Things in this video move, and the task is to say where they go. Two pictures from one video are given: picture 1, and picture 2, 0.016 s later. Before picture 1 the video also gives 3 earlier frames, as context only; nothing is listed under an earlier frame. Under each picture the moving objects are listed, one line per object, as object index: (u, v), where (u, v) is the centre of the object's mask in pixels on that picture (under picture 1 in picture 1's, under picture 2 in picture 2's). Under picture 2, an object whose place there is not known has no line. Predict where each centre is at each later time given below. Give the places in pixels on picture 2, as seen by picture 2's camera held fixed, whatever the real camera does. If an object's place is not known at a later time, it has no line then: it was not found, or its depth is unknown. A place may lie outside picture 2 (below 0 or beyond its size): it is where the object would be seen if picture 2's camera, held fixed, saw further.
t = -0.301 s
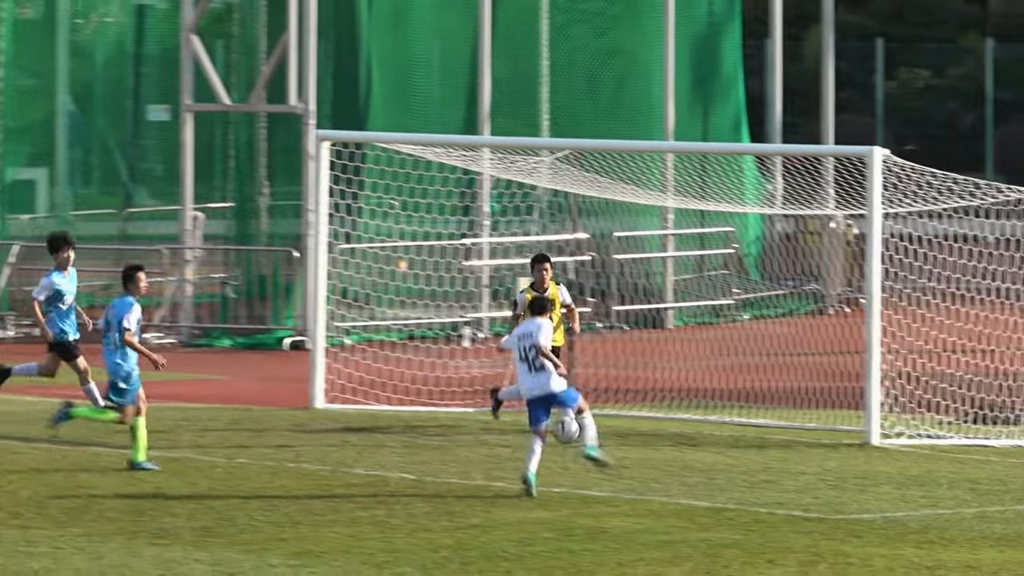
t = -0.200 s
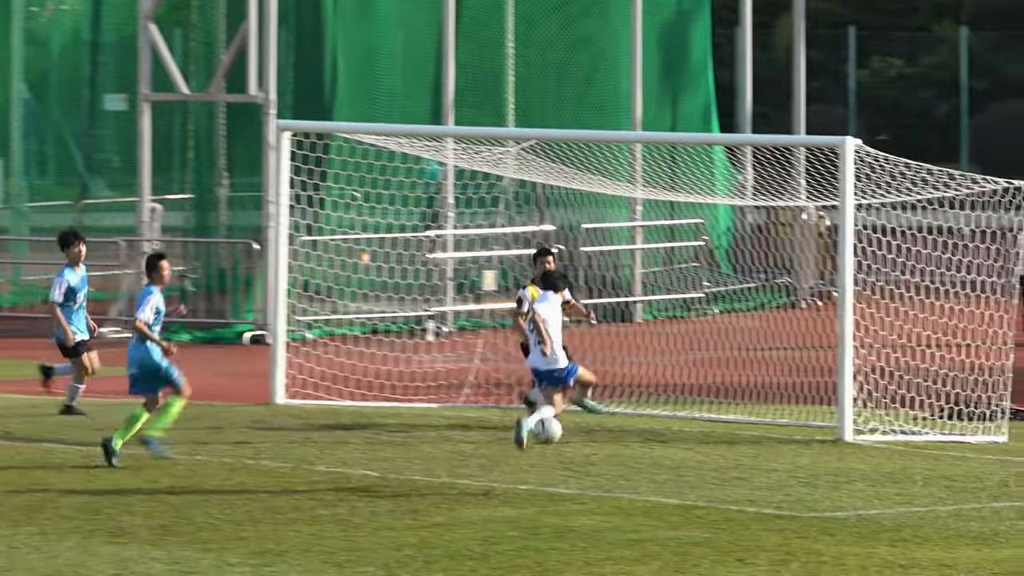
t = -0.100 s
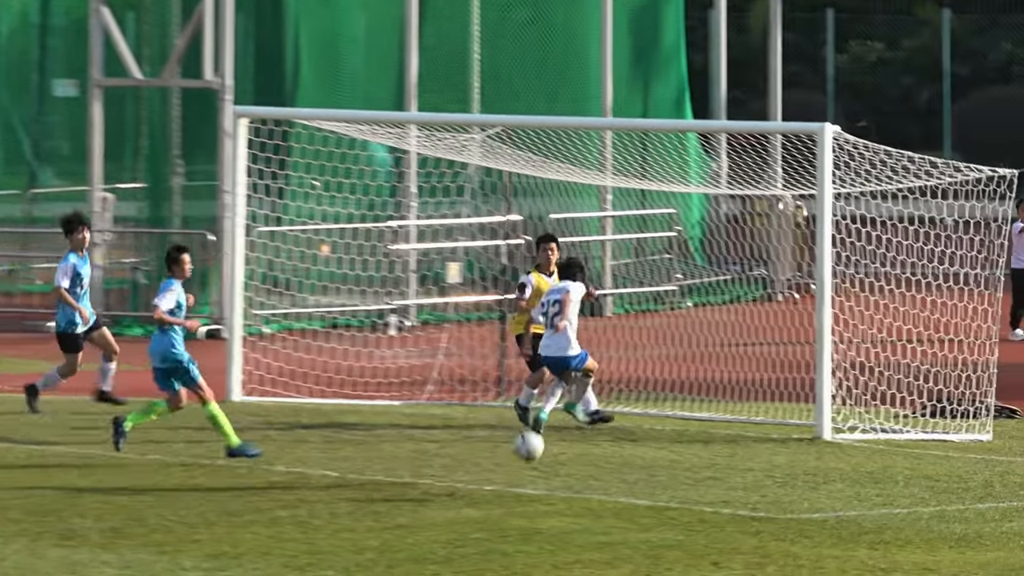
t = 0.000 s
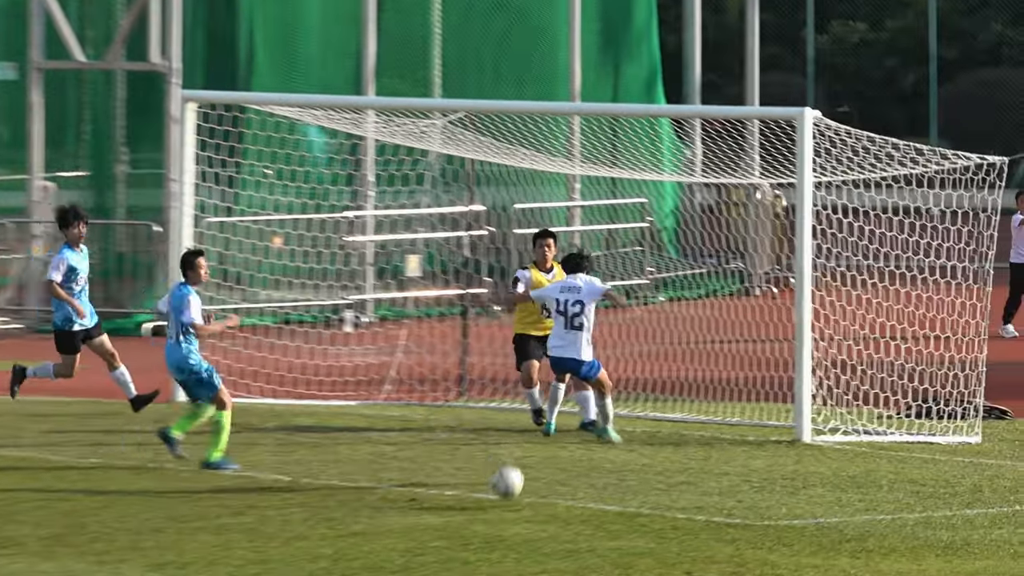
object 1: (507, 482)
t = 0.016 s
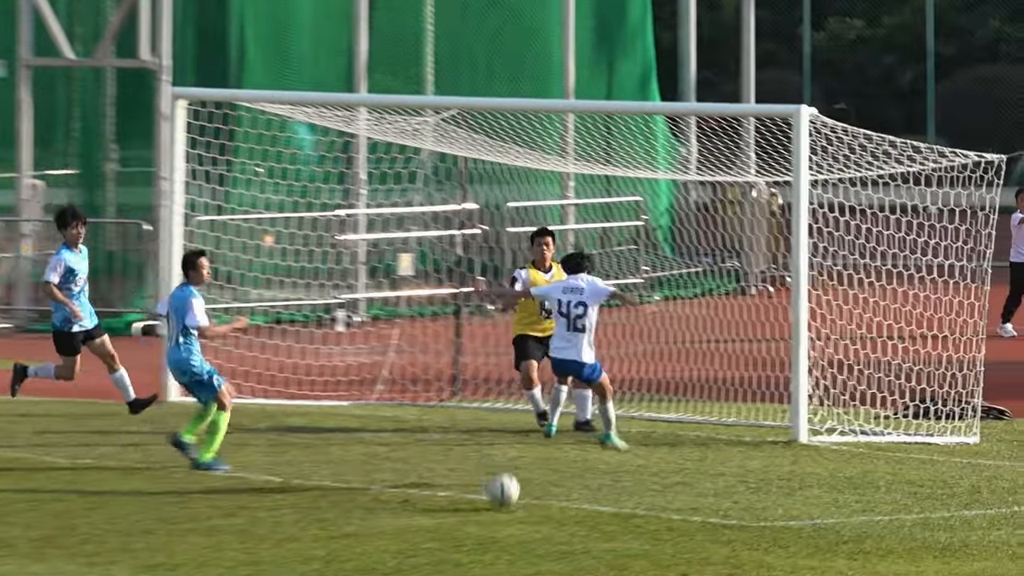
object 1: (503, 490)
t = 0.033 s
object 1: (506, 496)
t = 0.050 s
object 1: (510, 496)
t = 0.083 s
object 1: (518, 488)
